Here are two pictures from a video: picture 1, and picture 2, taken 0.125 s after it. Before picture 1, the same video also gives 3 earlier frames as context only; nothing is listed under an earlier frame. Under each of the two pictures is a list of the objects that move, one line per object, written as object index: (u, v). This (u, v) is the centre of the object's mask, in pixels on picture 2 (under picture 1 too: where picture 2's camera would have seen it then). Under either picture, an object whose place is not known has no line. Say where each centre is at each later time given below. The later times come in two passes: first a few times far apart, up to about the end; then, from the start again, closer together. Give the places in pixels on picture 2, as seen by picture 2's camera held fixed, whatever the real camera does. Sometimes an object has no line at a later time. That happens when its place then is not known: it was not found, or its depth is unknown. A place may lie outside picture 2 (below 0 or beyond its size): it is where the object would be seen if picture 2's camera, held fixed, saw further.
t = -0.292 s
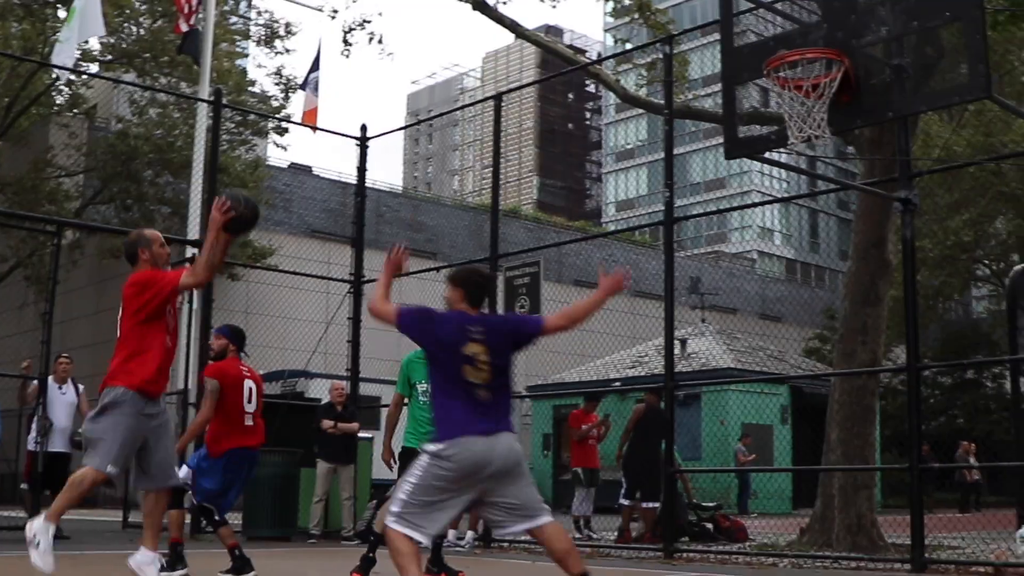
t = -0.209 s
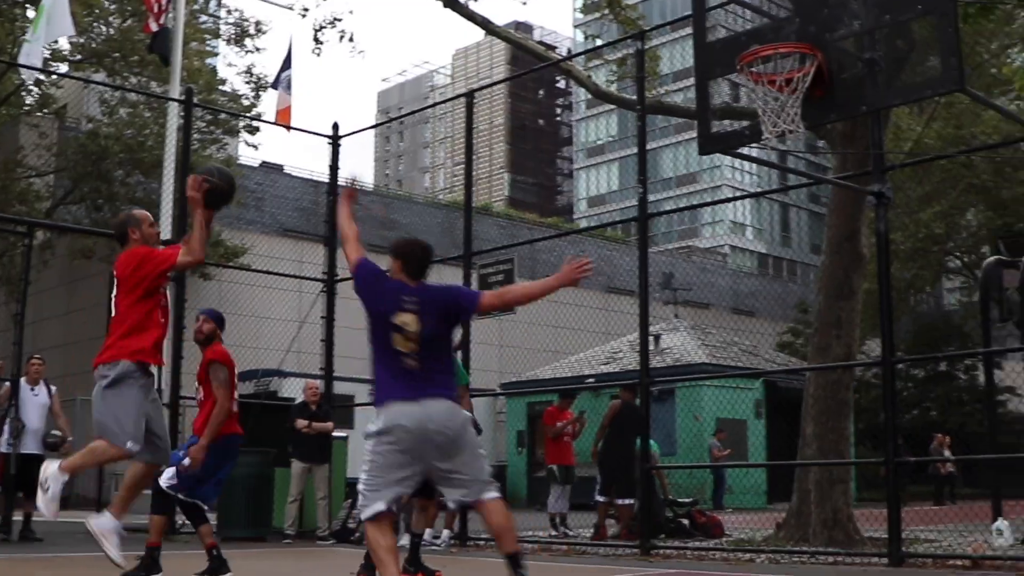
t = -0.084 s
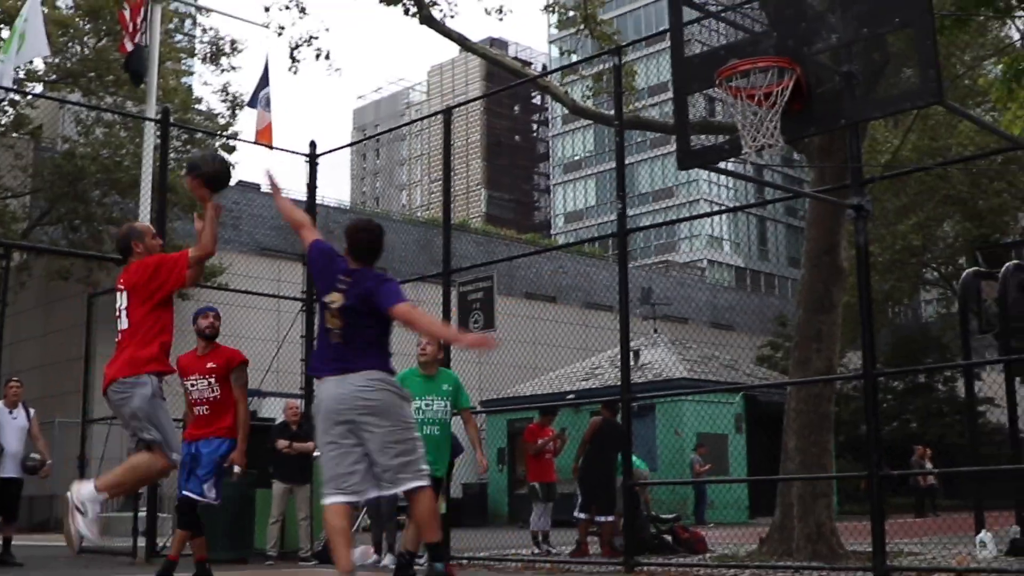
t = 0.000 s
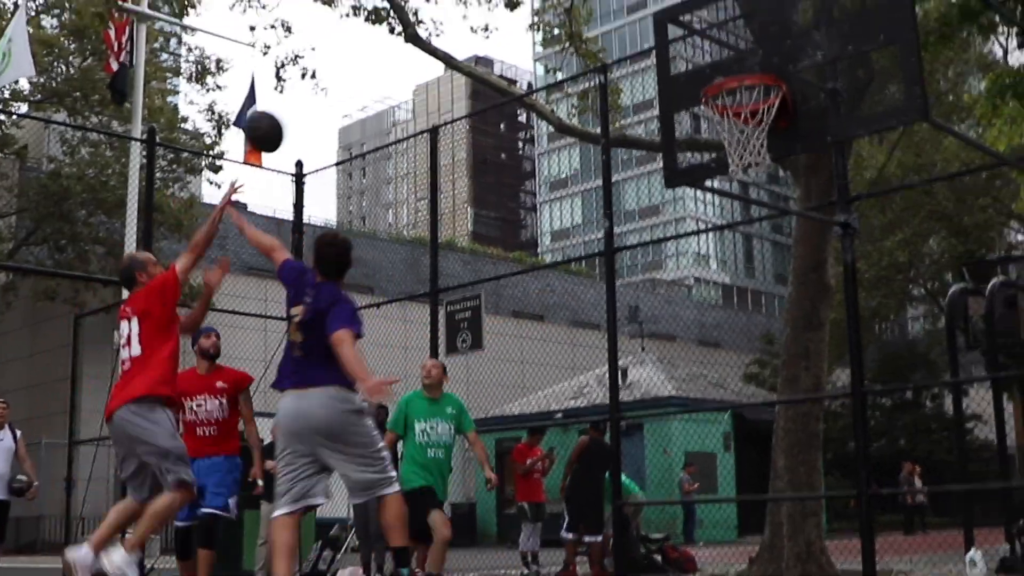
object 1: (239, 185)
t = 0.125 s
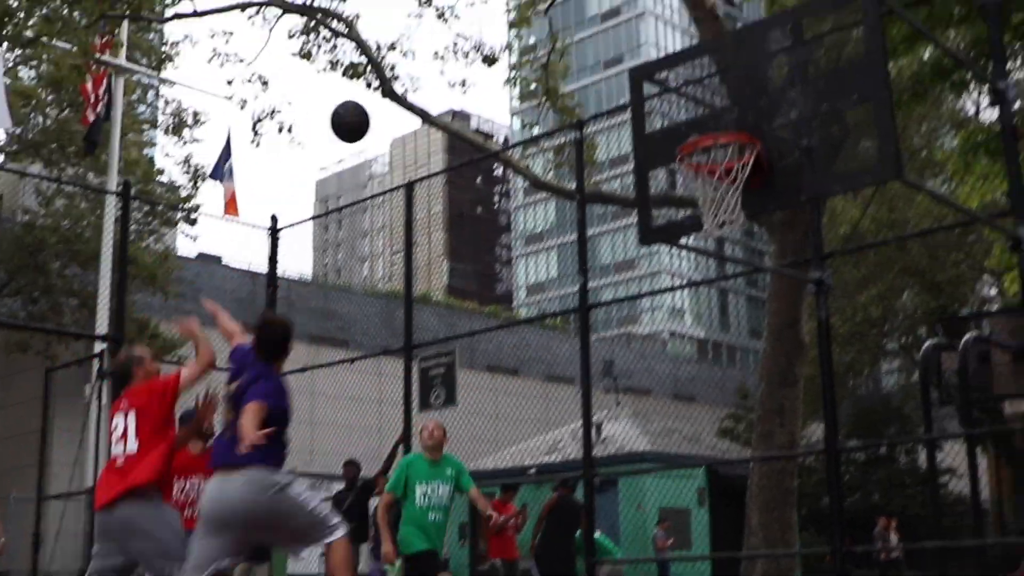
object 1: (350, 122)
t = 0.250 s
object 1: (449, 88)
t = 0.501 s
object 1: (634, 92)
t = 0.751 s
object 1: (719, 162)
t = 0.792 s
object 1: (709, 171)
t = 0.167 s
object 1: (385, 106)
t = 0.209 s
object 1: (417, 97)
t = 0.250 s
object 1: (449, 88)
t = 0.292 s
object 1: (480, 82)
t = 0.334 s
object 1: (512, 80)
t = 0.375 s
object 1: (542, 79)
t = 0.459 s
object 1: (603, 86)
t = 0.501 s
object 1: (634, 92)
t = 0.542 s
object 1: (663, 102)
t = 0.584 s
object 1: (693, 114)
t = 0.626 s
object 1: (721, 125)
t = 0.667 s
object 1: (725, 128)
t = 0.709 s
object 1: (720, 131)
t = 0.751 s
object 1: (719, 162)
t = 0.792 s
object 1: (709, 171)
